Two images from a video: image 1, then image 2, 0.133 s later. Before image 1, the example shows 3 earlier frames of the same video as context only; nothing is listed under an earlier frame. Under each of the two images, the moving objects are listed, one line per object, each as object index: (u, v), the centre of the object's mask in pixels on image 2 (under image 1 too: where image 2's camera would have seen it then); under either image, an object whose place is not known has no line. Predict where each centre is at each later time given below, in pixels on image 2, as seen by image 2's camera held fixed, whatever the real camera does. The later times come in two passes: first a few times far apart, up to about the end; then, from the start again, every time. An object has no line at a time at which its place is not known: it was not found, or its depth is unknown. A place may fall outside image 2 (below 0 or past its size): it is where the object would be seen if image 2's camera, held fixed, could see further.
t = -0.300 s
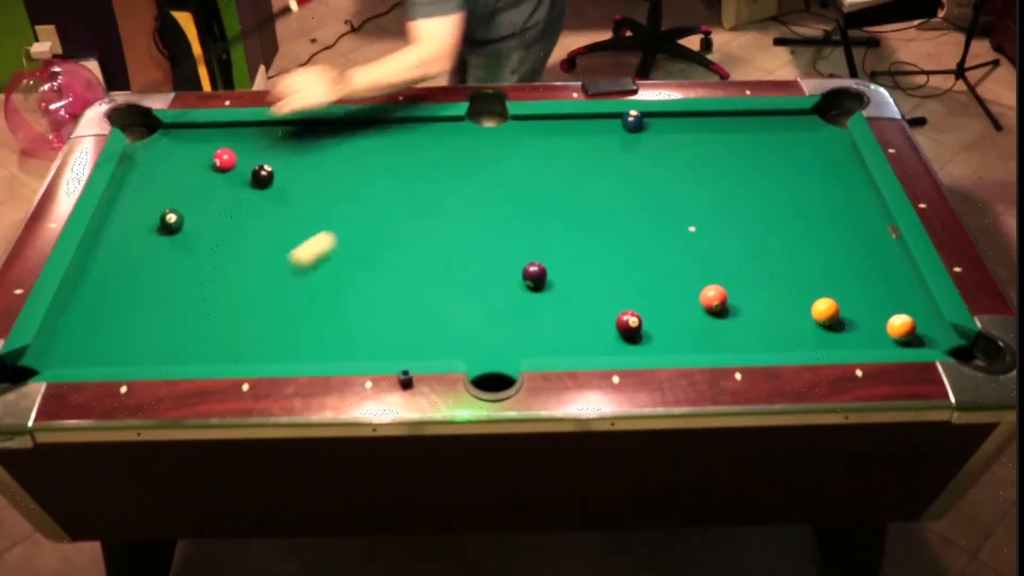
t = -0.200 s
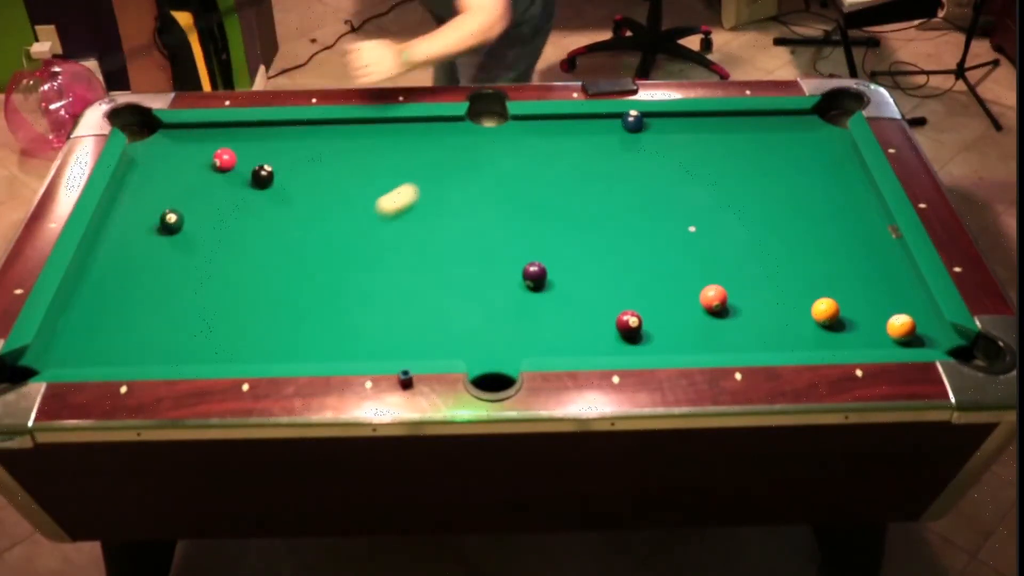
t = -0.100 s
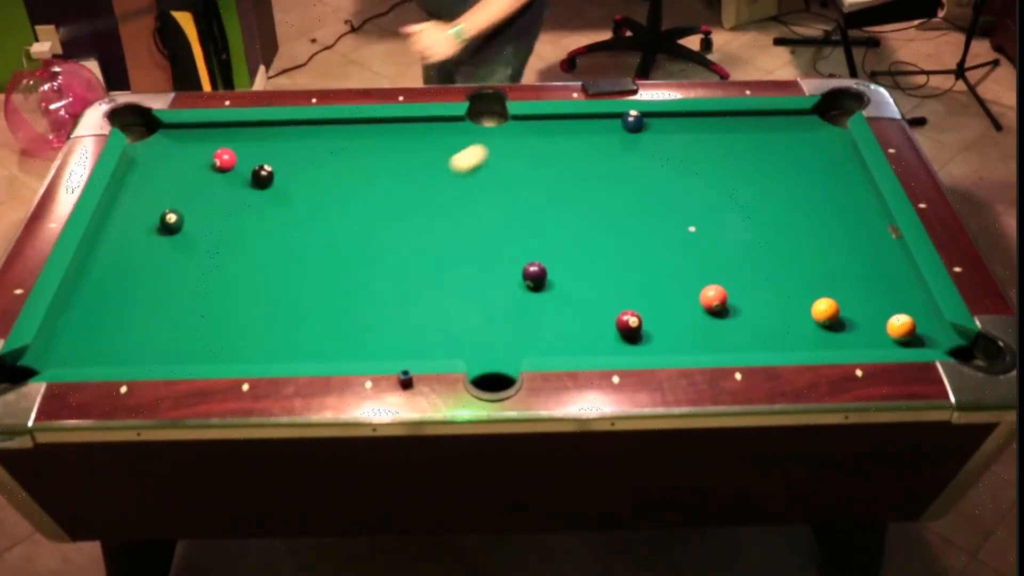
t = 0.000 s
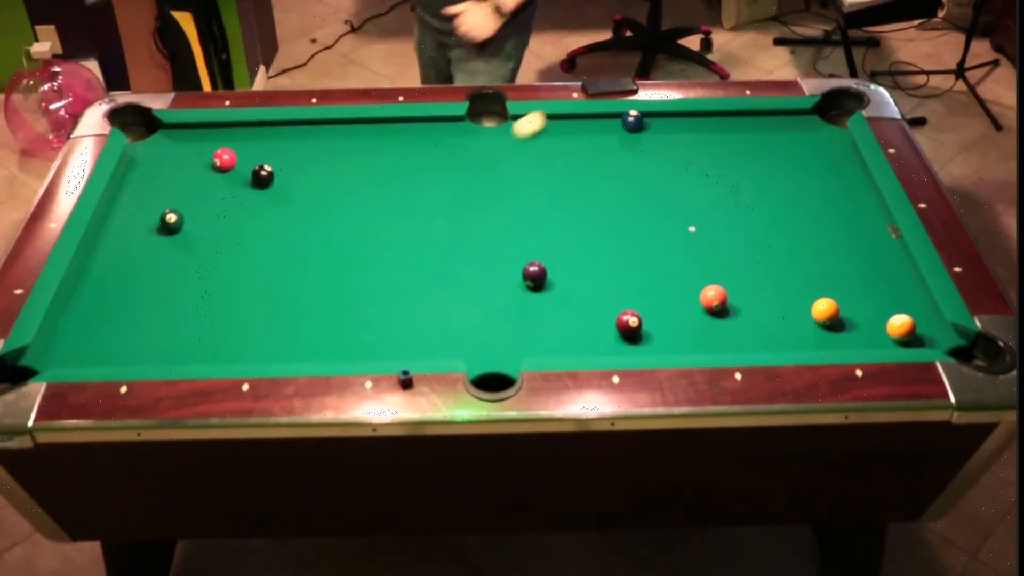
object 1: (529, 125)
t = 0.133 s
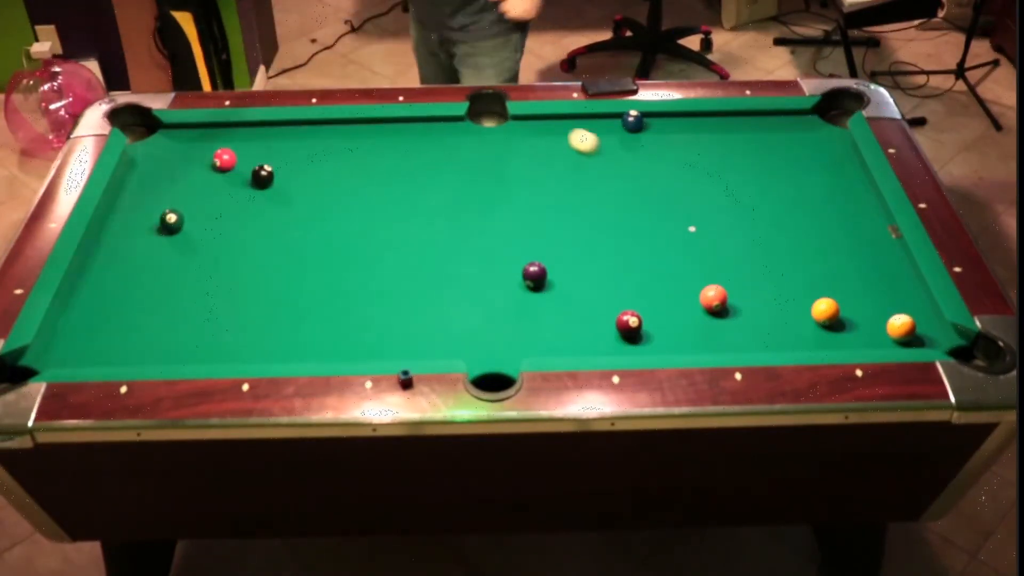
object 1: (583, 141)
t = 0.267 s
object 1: (636, 160)
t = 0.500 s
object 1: (734, 193)
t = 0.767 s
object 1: (853, 232)
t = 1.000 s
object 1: (870, 261)
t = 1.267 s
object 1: (821, 286)
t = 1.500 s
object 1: (778, 311)
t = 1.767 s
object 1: (726, 336)
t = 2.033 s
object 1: (675, 338)
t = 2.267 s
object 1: (650, 332)
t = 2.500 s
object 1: (641, 329)
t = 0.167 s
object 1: (596, 146)
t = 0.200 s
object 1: (609, 151)
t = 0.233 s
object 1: (623, 156)
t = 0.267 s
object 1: (636, 160)
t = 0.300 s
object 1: (650, 165)
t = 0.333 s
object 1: (663, 170)
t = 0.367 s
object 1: (677, 174)
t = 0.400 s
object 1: (691, 179)
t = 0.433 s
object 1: (705, 183)
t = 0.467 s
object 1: (720, 188)
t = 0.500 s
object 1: (734, 193)
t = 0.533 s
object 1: (749, 198)
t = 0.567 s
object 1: (763, 203)
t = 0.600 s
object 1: (777, 207)
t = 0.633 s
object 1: (792, 212)
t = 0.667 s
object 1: (807, 217)
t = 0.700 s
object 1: (823, 223)
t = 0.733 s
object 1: (838, 228)
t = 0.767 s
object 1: (853, 232)
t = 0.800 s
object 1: (868, 237)
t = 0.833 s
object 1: (883, 243)
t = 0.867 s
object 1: (895, 248)
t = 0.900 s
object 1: (888, 252)
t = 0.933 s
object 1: (882, 254)
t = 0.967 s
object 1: (877, 258)
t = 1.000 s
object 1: (870, 261)
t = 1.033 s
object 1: (864, 264)
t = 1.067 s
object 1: (858, 268)
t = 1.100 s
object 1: (852, 271)
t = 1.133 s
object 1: (846, 274)
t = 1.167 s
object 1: (840, 278)
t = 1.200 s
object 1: (834, 281)
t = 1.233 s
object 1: (828, 284)
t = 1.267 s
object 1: (821, 286)
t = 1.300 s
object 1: (815, 289)
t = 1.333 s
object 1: (808, 293)
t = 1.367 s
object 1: (802, 297)
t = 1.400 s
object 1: (797, 301)
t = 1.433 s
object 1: (791, 304)
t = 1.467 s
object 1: (784, 307)
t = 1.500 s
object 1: (778, 311)
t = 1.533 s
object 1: (771, 314)
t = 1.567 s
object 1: (765, 317)
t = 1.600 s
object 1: (759, 320)
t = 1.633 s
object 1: (752, 323)
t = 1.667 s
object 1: (746, 327)
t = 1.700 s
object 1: (739, 330)
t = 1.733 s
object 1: (733, 333)
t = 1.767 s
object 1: (726, 336)
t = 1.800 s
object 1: (720, 339)
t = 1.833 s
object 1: (714, 341)
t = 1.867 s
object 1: (707, 343)
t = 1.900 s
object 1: (700, 342)
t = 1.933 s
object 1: (694, 341)
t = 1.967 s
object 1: (688, 340)
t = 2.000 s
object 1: (682, 339)
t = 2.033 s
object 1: (675, 338)
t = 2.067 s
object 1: (669, 336)
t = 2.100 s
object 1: (663, 335)
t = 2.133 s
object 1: (657, 333)
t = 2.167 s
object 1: (654, 331)
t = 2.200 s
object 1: (653, 331)
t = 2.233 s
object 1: (652, 332)
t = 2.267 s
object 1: (650, 332)
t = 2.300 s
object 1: (649, 330)
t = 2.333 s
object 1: (648, 331)
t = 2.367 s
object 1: (646, 331)
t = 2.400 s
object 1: (645, 330)
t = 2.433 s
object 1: (643, 330)
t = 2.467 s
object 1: (642, 330)
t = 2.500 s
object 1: (641, 329)
